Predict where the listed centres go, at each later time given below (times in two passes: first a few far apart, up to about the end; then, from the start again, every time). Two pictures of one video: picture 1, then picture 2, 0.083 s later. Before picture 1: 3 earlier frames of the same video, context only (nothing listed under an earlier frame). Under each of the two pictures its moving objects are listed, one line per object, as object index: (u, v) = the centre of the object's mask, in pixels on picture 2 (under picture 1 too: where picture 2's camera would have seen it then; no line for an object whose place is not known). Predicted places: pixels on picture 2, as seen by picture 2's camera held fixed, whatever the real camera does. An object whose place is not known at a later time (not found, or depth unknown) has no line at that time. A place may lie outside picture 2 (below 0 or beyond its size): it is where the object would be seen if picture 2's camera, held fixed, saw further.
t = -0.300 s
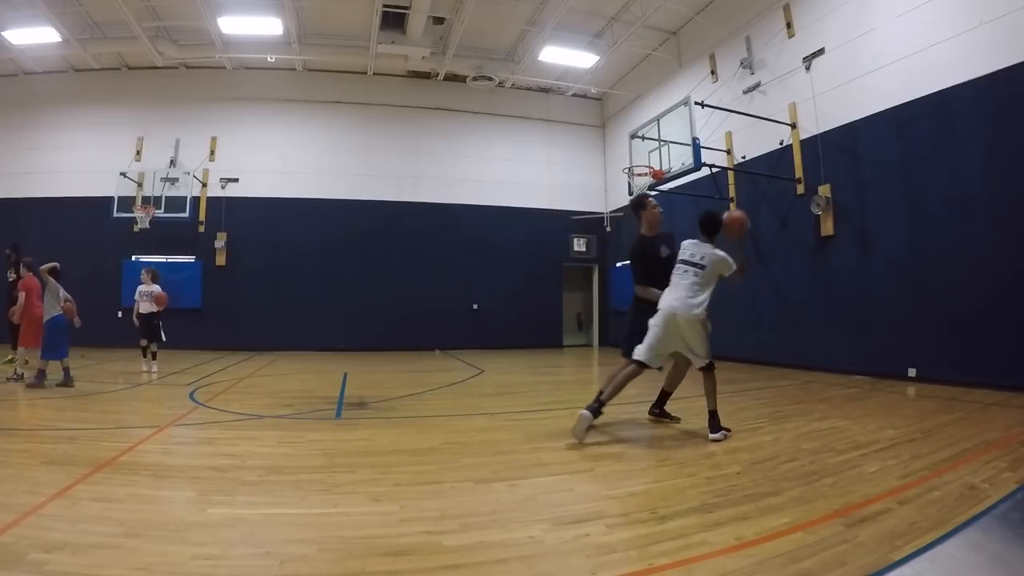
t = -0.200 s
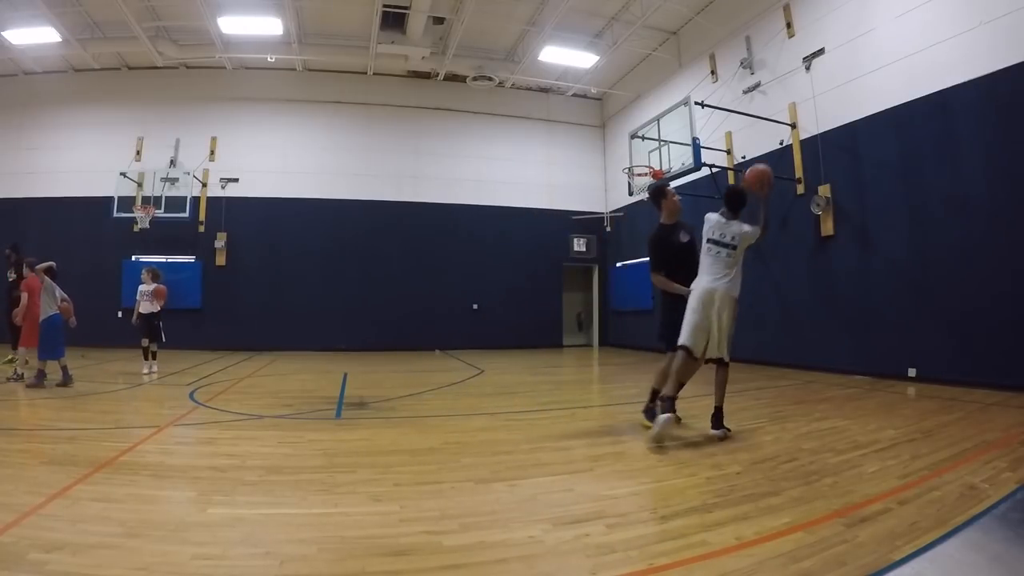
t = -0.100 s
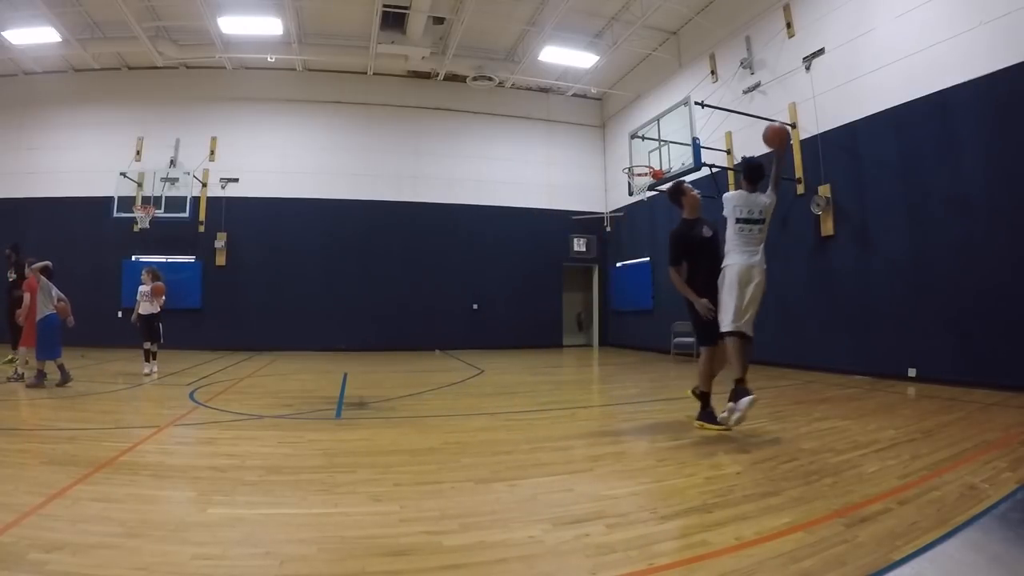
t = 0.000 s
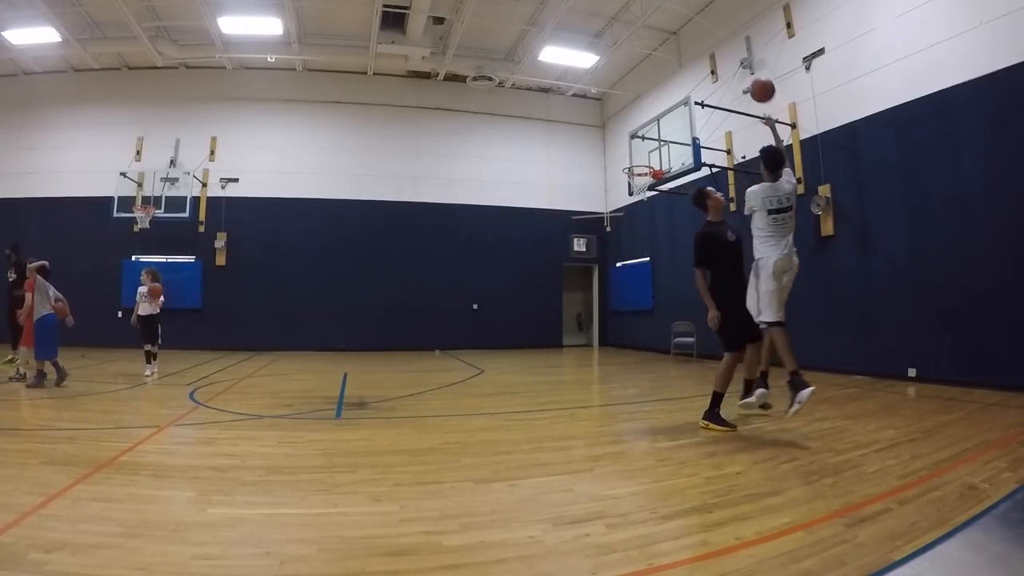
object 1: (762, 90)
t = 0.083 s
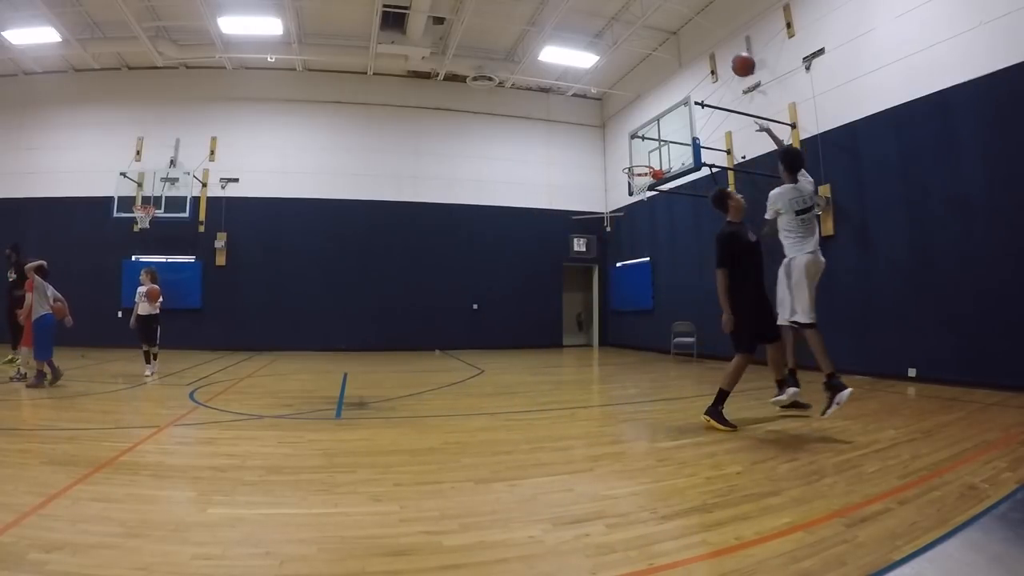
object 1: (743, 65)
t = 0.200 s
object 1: (721, 45)
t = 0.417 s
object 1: (692, 42)
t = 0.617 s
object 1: (674, 66)
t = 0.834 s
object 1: (660, 115)
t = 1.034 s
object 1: (647, 155)
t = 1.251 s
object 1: (630, 130)
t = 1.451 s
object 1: (616, 131)
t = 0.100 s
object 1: (740, 61)
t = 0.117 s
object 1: (736, 58)
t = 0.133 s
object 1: (733, 54)
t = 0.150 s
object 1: (730, 52)
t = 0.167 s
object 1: (727, 49)
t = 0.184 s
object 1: (724, 47)
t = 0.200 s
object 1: (721, 45)
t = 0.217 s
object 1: (718, 43)
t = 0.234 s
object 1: (716, 42)
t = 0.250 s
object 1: (713, 41)
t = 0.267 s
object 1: (711, 40)
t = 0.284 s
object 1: (708, 39)
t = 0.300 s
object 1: (706, 39)
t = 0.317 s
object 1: (704, 39)
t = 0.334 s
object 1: (701, 39)
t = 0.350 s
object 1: (699, 39)
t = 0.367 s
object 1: (697, 39)
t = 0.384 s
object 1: (696, 40)
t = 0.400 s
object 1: (694, 41)
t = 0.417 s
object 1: (692, 42)
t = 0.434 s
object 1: (690, 43)
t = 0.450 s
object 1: (689, 44)
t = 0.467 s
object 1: (687, 45)
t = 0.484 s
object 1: (685, 47)
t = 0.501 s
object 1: (684, 49)
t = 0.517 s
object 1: (682, 51)
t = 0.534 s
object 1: (681, 53)
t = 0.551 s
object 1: (679, 55)
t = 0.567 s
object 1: (678, 58)
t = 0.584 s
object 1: (677, 61)
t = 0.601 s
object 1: (675, 63)
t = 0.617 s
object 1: (674, 66)
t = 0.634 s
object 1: (672, 69)
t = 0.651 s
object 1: (671, 72)
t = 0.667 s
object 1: (670, 75)
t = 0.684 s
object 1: (669, 79)
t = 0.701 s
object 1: (668, 82)
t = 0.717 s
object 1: (667, 86)
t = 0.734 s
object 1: (666, 89)
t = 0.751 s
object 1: (665, 93)
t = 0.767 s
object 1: (663, 98)
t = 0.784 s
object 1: (663, 102)
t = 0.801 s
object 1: (662, 106)
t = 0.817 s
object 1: (661, 111)
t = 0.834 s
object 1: (660, 115)
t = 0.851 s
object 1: (659, 120)
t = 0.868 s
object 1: (658, 125)
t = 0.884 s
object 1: (657, 130)
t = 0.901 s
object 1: (656, 135)
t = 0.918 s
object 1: (655, 141)
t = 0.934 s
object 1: (654, 146)
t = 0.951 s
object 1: (653, 152)
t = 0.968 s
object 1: (653, 157)
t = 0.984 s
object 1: (652, 162)
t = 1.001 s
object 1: (651, 162)
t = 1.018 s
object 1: (649, 159)
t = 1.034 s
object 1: (647, 155)
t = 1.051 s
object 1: (646, 152)
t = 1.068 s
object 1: (645, 150)
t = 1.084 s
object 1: (643, 147)
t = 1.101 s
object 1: (642, 145)
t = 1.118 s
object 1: (641, 142)
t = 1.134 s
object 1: (639, 140)
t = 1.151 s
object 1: (638, 138)
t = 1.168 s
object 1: (636, 136)
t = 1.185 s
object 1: (636, 135)
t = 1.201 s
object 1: (634, 133)
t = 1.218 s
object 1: (633, 132)
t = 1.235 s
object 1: (632, 131)
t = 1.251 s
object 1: (630, 130)
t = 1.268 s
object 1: (629, 130)
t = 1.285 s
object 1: (628, 129)
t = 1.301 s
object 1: (627, 128)
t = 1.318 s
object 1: (625, 128)
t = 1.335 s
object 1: (624, 128)
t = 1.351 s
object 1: (623, 128)
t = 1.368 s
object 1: (622, 128)
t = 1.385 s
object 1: (621, 128)
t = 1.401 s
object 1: (619, 129)
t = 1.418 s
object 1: (618, 129)
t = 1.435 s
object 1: (617, 130)
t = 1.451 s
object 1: (616, 131)
